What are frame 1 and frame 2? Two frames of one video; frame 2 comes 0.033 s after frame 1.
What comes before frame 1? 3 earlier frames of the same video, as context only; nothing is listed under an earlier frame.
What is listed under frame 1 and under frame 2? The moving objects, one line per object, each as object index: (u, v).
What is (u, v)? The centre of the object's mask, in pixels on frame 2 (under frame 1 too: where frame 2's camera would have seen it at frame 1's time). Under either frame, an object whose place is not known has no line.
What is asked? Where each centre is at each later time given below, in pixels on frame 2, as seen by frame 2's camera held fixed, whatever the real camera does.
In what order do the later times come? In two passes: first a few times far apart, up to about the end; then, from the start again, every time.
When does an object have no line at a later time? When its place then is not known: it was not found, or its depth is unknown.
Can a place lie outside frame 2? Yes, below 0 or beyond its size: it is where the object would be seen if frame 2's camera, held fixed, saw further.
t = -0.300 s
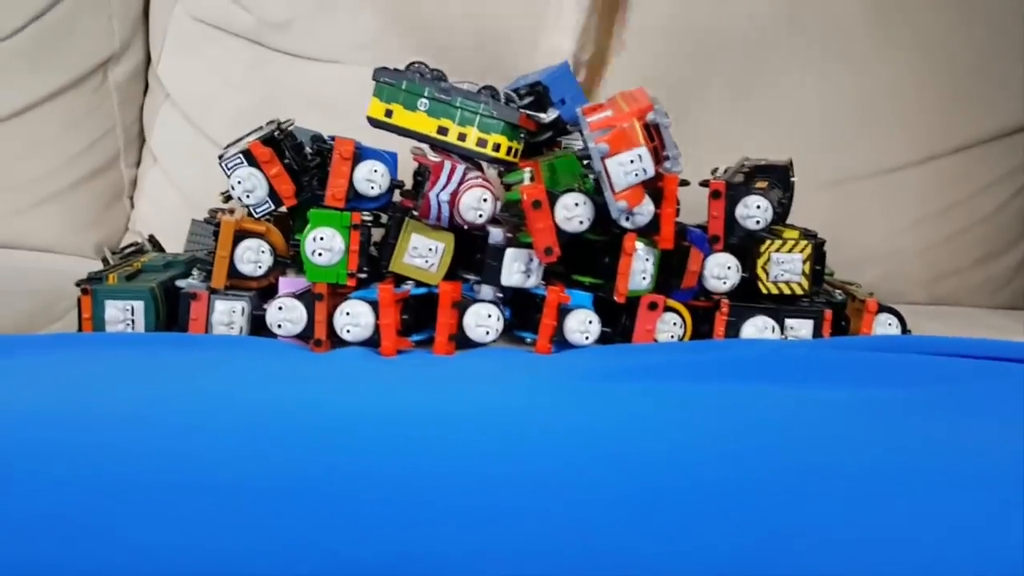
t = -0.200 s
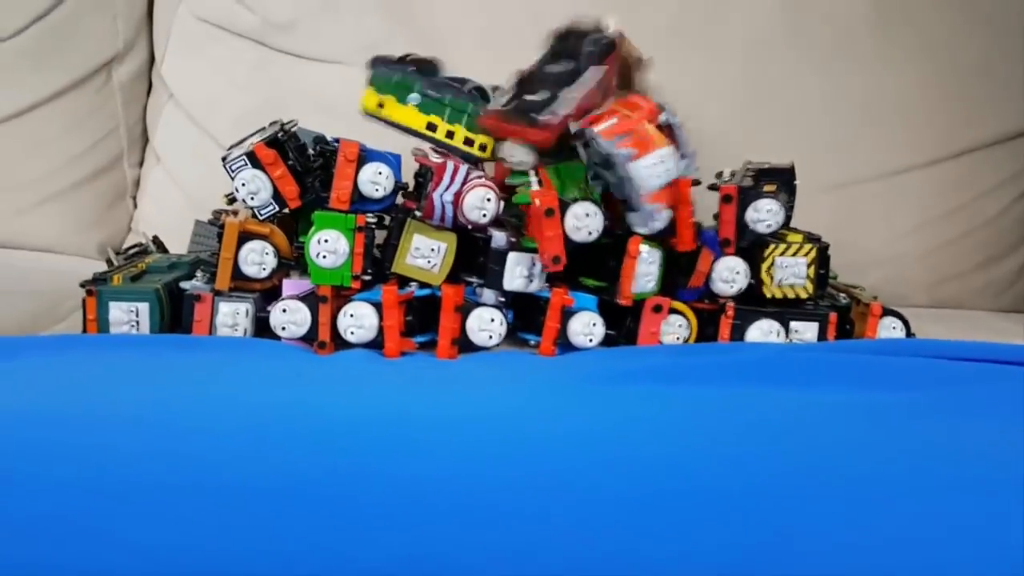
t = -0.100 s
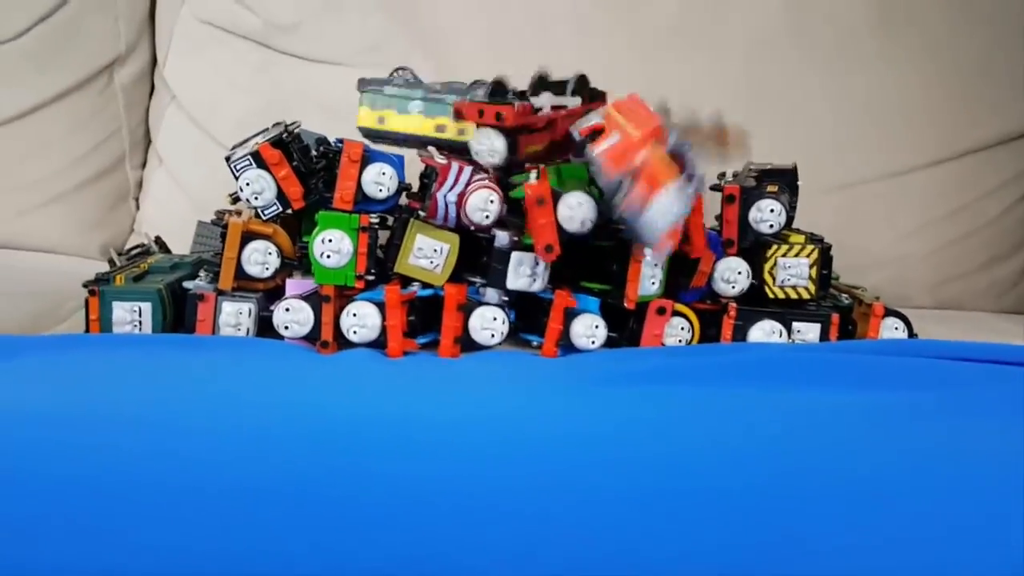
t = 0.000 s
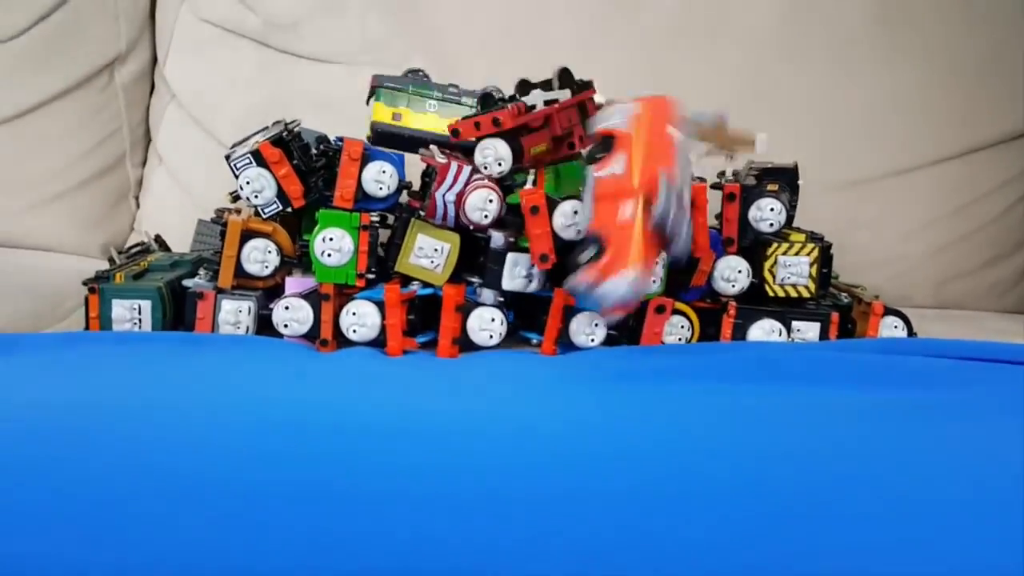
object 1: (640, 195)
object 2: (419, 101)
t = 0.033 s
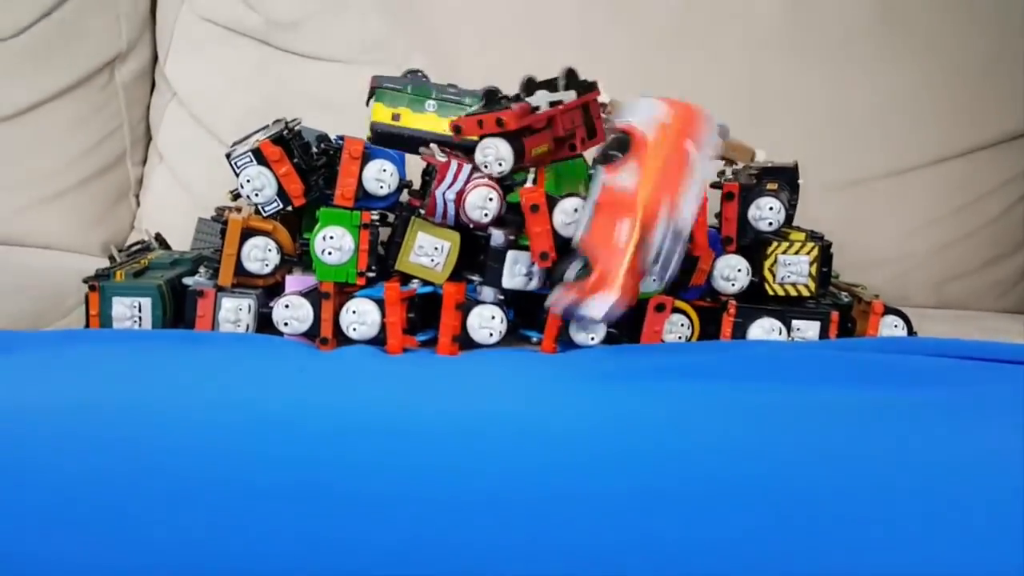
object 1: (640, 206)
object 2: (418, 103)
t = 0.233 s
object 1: (726, 325)
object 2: (421, 111)
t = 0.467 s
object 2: (422, 117)
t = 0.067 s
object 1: (643, 226)
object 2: (420, 105)
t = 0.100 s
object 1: (654, 267)
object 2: (422, 106)
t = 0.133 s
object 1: (670, 299)
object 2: (423, 108)
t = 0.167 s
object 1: (706, 321)
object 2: (422, 109)
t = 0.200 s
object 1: (724, 323)
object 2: (419, 110)
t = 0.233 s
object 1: (726, 325)
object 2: (421, 111)
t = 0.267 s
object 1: (746, 341)
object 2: (422, 112)
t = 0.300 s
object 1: (754, 353)
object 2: (422, 113)
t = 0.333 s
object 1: (753, 340)
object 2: (424, 110)
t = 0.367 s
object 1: (750, 339)
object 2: (420, 108)
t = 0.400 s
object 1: (745, 348)
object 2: (420, 114)
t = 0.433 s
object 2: (421, 116)
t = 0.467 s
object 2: (422, 117)
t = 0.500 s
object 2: (423, 117)
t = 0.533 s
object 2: (423, 116)
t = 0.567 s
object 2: (423, 116)
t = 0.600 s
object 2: (423, 117)
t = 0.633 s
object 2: (423, 116)
